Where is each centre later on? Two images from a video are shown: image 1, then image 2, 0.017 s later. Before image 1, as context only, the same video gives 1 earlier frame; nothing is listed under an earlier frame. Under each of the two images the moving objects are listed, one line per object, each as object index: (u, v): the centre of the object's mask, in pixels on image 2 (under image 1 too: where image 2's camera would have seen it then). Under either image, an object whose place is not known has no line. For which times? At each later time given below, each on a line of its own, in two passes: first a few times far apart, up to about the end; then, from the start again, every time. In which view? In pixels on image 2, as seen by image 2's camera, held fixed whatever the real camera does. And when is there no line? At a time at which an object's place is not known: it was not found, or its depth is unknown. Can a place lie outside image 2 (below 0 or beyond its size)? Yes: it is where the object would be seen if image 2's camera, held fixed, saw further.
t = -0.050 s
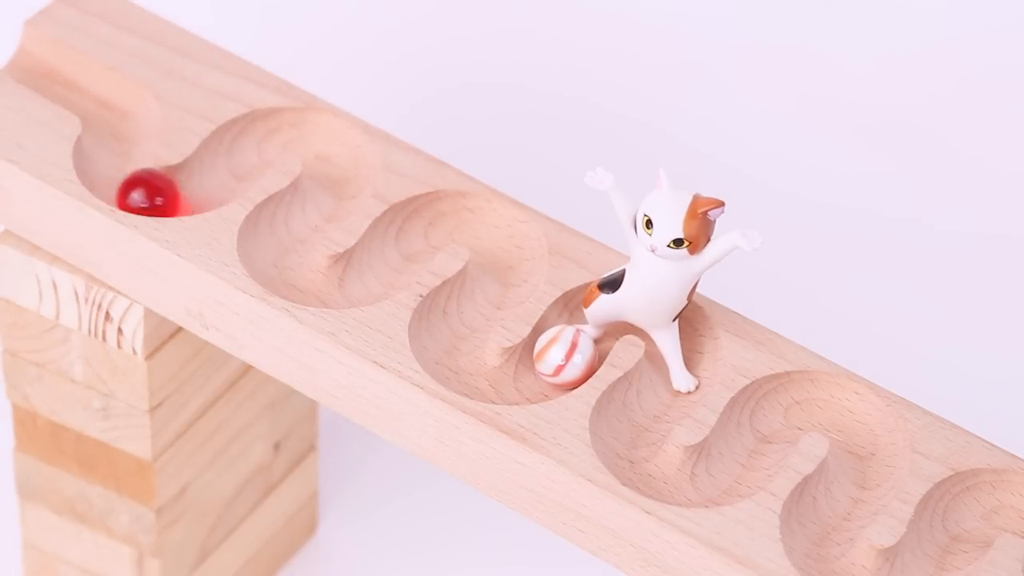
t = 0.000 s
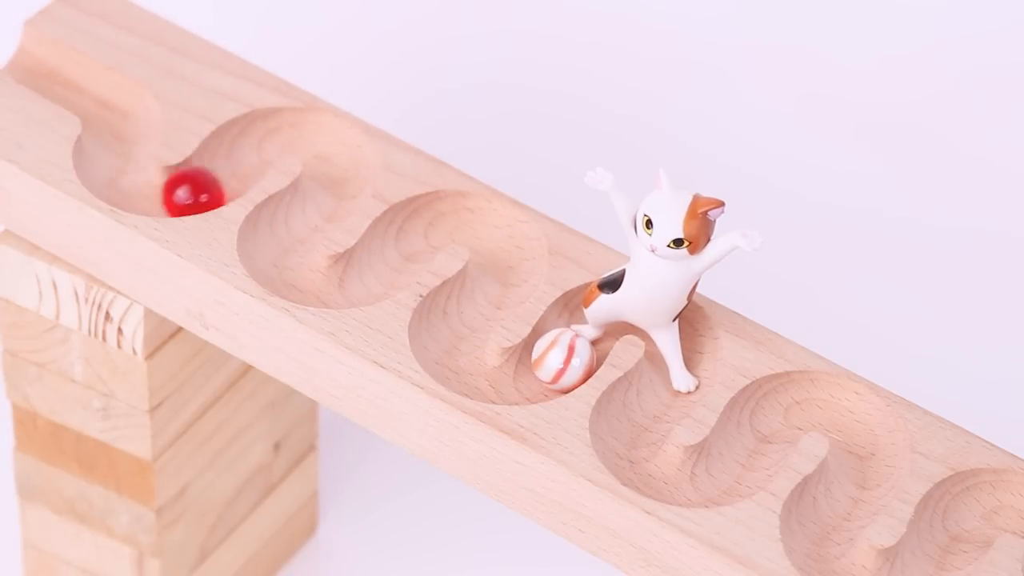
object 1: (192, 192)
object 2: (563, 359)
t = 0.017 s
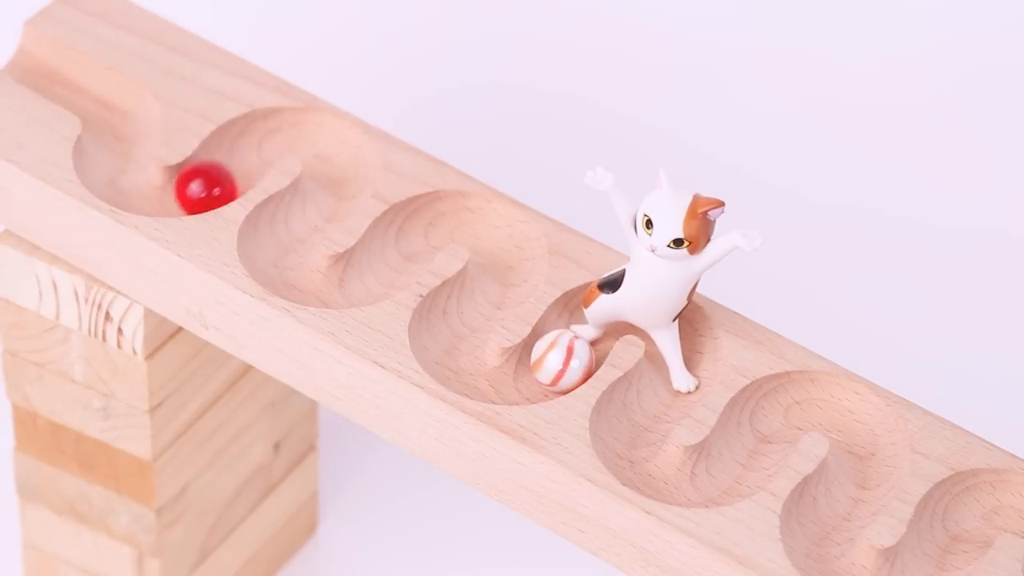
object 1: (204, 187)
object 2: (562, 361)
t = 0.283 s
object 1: (348, 173)
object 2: (557, 365)
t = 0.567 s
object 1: (359, 282)
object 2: (563, 359)
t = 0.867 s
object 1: (506, 280)
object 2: (562, 360)
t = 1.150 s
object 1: (536, 376)
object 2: (577, 343)
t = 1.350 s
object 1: (541, 374)
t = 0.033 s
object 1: (215, 182)
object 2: (561, 361)
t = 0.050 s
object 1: (223, 176)
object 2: (559, 362)
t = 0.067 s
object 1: (230, 169)
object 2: (558, 363)
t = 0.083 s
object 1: (235, 162)
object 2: (557, 364)
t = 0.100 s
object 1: (240, 155)
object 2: (557, 365)
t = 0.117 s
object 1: (245, 147)
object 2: (555, 366)
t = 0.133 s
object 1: (254, 140)
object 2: (554, 366)
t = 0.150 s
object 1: (265, 137)
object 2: (553, 367)
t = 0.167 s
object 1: (278, 135)
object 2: (553, 368)
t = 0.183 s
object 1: (293, 135)
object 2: (553, 368)
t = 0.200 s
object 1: (313, 137)
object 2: (553, 367)
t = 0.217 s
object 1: (324, 139)
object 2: (553, 367)
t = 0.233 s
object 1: (333, 145)
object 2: (554, 367)
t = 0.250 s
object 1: (340, 154)
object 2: (555, 366)
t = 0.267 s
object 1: (346, 164)
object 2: (556, 365)
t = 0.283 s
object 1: (348, 173)
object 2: (557, 365)
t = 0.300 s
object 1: (345, 182)
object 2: (557, 364)
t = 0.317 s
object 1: (338, 192)
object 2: (558, 364)
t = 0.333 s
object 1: (328, 200)
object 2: (559, 363)
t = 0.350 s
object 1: (316, 208)
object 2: (559, 362)
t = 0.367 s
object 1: (304, 217)
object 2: (560, 362)
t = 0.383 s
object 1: (293, 224)
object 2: (561, 361)
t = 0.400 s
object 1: (281, 232)
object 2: (561, 361)
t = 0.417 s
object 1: (271, 239)
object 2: (562, 360)
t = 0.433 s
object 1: (269, 246)
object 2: (562, 360)
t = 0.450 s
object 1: (271, 256)
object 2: (562, 359)
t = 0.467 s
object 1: (276, 264)
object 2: (563, 359)
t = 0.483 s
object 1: (285, 272)
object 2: (563, 359)
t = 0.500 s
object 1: (298, 279)
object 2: (563, 359)
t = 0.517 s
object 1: (312, 284)
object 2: (563, 359)
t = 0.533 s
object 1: (328, 286)
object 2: (563, 359)
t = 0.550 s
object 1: (344, 285)
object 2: (563, 359)
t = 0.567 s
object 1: (359, 282)
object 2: (563, 359)
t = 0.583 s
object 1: (372, 277)
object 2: (563, 359)
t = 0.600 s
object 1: (384, 271)
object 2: (564, 358)
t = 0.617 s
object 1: (394, 263)
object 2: (563, 359)
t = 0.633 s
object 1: (401, 254)
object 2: (563, 359)
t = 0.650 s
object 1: (406, 245)
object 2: (563, 359)
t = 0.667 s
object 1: (409, 235)
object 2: (563, 359)
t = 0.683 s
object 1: (416, 226)
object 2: (563, 359)
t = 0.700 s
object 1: (427, 222)
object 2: (563, 359)
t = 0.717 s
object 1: (440, 221)
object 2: (563, 359)
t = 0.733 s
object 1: (455, 220)
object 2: (563, 359)
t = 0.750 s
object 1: (475, 221)
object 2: (563, 359)
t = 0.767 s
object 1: (488, 224)
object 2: (563, 359)
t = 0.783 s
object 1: (498, 230)
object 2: (563, 359)
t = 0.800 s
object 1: (506, 240)
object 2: (563, 359)
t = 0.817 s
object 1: (512, 250)
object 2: (563, 359)
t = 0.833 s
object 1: (515, 260)
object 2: (563, 360)
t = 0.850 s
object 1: (513, 271)
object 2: (562, 360)
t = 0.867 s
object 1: (506, 280)
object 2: (562, 360)
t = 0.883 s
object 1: (498, 290)
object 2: (562, 361)
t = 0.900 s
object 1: (487, 298)
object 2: (561, 361)
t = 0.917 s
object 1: (475, 306)
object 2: (561, 361)
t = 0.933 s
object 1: (465, 314)
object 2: (560, 362)
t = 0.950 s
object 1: (453, 322)
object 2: (560, 362)
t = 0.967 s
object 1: (443, 329)
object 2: (560, 362)
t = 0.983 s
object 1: (442, 339)
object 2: (560, 362)
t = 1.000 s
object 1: (443, 347)
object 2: (560, 362)
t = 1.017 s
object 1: (448, 356)
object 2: (560, 362)
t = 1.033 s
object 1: (457, 365)
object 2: (560, 362)
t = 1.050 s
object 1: (470, 372)
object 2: (560, 362)
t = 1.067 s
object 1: (485, 378)
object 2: (561, 362)
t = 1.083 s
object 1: (503, 381)
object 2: (562, 361)
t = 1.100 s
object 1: (515, 381)
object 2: (565, 357)
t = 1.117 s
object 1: (521, 380)
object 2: (572, 352)
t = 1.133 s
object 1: (528, 379)
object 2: (575, 348)
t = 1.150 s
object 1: (536, 376)
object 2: (577, 343)
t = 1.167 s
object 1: (542, 373)
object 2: (577, 335)
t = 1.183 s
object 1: (545, 372)
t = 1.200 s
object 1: (546, 372)
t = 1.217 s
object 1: (545, 373)
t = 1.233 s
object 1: (544, 373)
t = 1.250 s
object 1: (542, 373)
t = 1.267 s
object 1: (541, 372)
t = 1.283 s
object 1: (541, 373)
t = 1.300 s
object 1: (541, 373)
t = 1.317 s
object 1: (542, 374)
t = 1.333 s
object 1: (542, 374)
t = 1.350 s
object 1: (541, 374)
